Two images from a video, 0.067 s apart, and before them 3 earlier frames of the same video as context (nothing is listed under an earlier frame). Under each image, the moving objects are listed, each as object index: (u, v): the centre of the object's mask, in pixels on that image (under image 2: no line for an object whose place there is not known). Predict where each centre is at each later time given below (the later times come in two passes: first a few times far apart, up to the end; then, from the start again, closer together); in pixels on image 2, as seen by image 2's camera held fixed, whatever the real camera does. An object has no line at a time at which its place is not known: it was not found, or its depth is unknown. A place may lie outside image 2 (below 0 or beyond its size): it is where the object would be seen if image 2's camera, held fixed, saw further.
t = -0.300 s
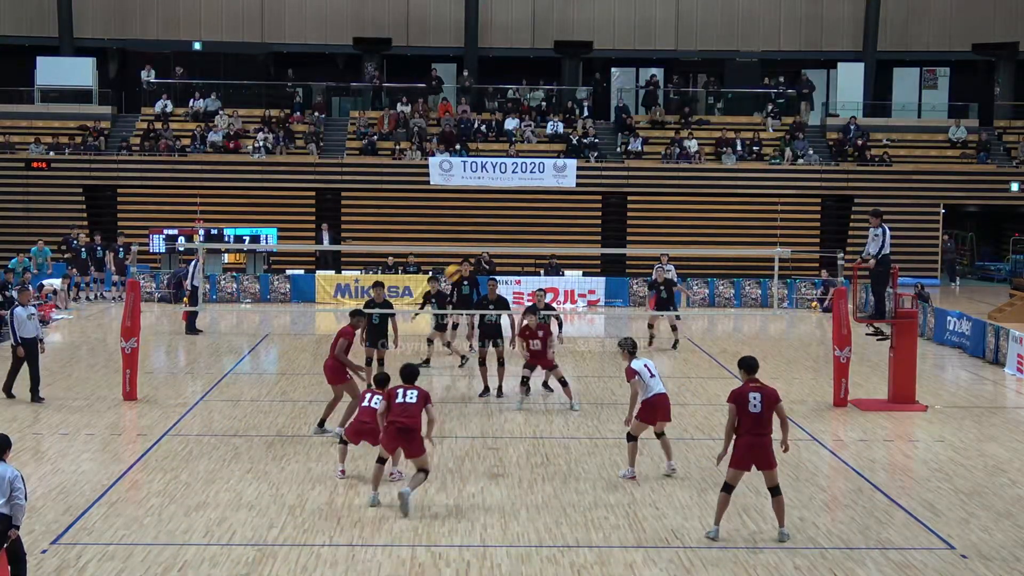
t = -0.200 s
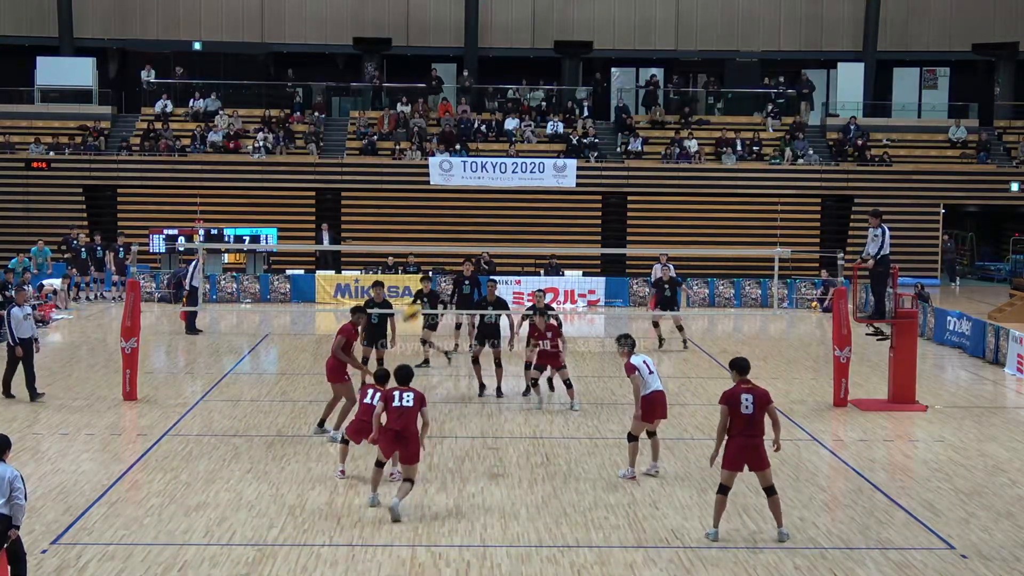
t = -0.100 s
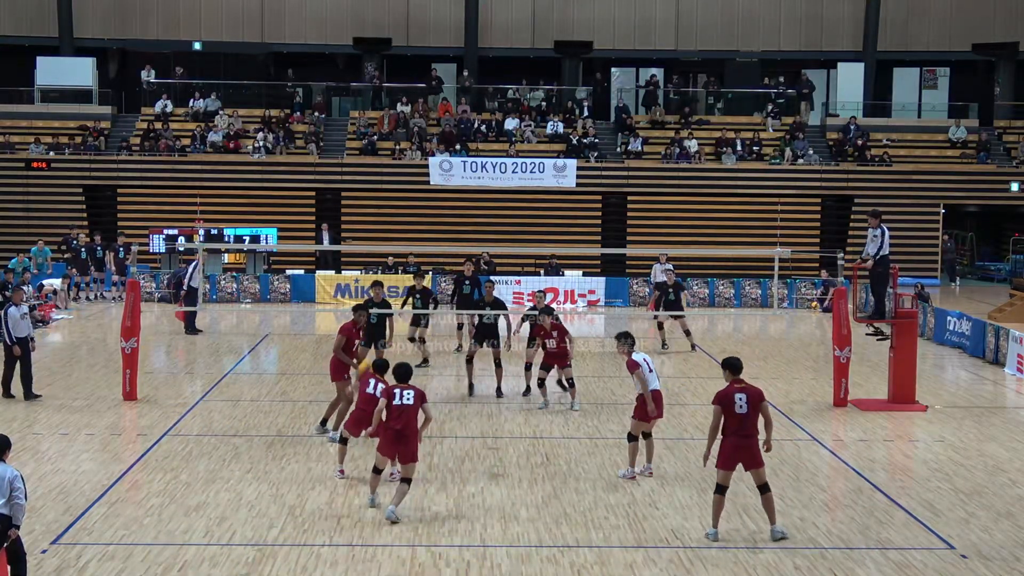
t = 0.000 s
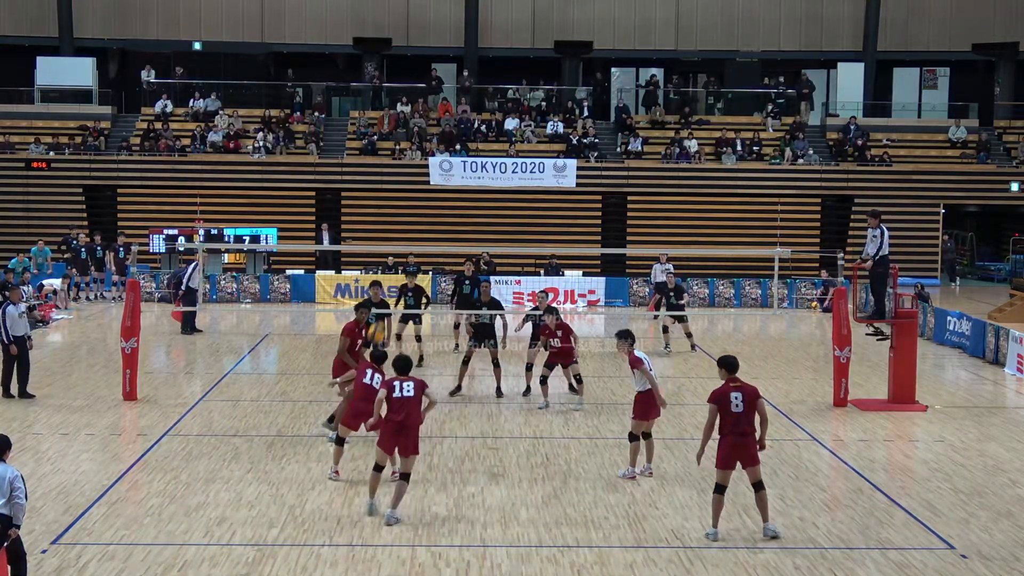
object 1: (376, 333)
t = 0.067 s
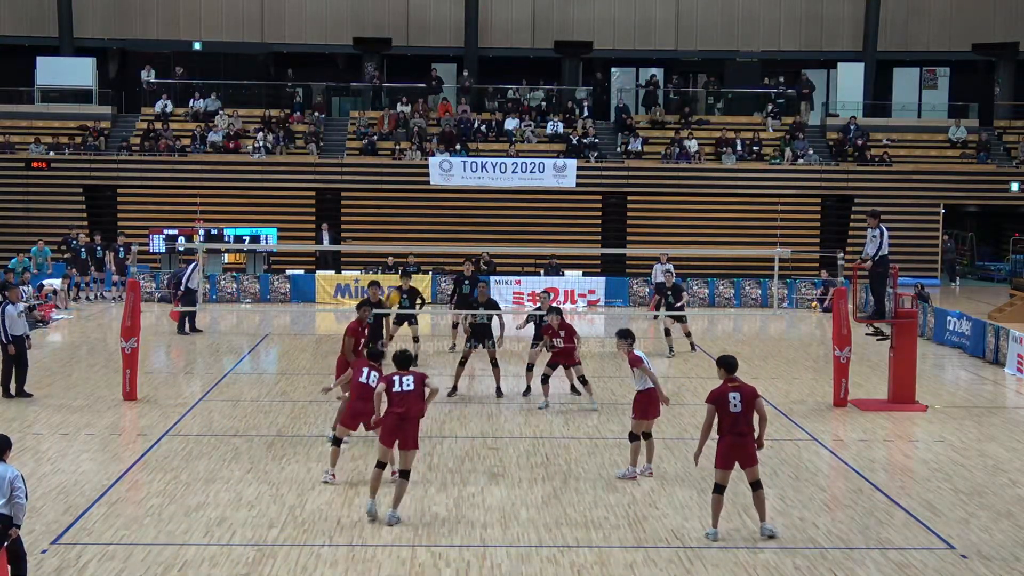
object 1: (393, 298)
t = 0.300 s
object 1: (438, 212)
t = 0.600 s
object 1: (495, 167)
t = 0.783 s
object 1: (527, 173)
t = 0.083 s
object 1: (395, 291)
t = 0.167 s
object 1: (412, 255)
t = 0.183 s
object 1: (415, 248)
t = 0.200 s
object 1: (418, 242)
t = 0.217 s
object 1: (422, 237)
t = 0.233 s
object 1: (426, 231)
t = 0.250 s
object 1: (429, 225)
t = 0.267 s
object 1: (432, 221)
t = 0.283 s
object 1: (436, 216)
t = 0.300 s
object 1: (438, 212)
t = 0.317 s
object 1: (443, 207)
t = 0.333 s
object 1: (445, 203)
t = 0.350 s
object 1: (449, 199)
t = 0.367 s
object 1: (452, 195)
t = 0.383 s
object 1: (455, 193)
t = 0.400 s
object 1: (459, 190)
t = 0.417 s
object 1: (461, 187)
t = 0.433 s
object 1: (464, 184)
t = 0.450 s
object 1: (468, 181)
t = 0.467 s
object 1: (471, 179)
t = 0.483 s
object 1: (474, 176)
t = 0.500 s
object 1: (477, 174)
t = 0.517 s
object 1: (480, 173)
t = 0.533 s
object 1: (483, 172)
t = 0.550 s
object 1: (486, 169)
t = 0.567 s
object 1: (489, 169)
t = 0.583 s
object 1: (492, 168)
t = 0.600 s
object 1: (495, 167)
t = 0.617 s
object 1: (498, 167)
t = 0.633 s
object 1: (501, 166)
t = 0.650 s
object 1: (504, 166)
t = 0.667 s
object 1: (507, 166)
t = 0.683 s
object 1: (510, 167)
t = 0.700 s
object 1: (513, 167)
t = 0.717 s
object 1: (515, 168)
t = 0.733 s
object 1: (518, 169)
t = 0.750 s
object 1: (521, 170)
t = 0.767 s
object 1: (524, 171)
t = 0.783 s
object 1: (527, 173)
